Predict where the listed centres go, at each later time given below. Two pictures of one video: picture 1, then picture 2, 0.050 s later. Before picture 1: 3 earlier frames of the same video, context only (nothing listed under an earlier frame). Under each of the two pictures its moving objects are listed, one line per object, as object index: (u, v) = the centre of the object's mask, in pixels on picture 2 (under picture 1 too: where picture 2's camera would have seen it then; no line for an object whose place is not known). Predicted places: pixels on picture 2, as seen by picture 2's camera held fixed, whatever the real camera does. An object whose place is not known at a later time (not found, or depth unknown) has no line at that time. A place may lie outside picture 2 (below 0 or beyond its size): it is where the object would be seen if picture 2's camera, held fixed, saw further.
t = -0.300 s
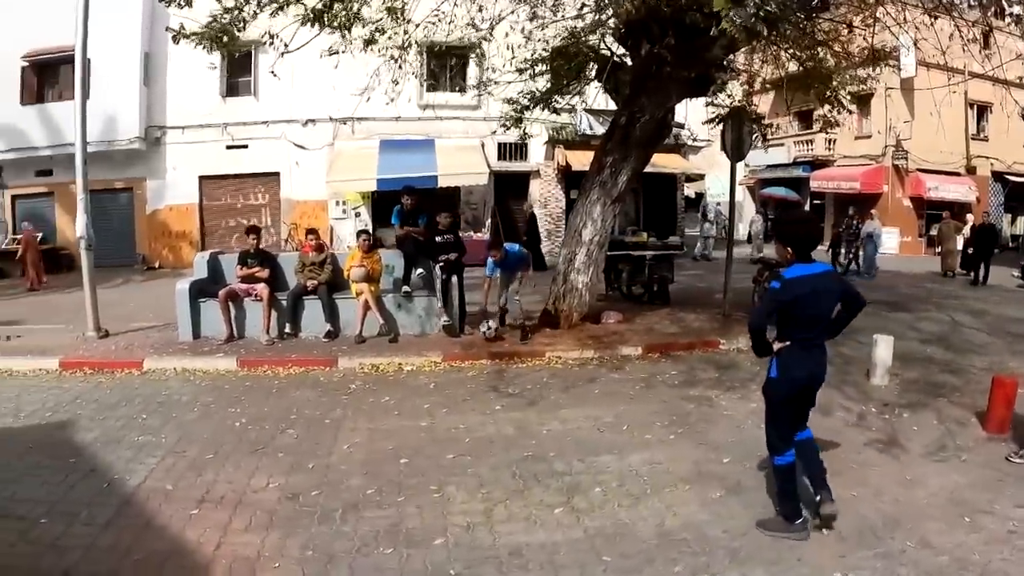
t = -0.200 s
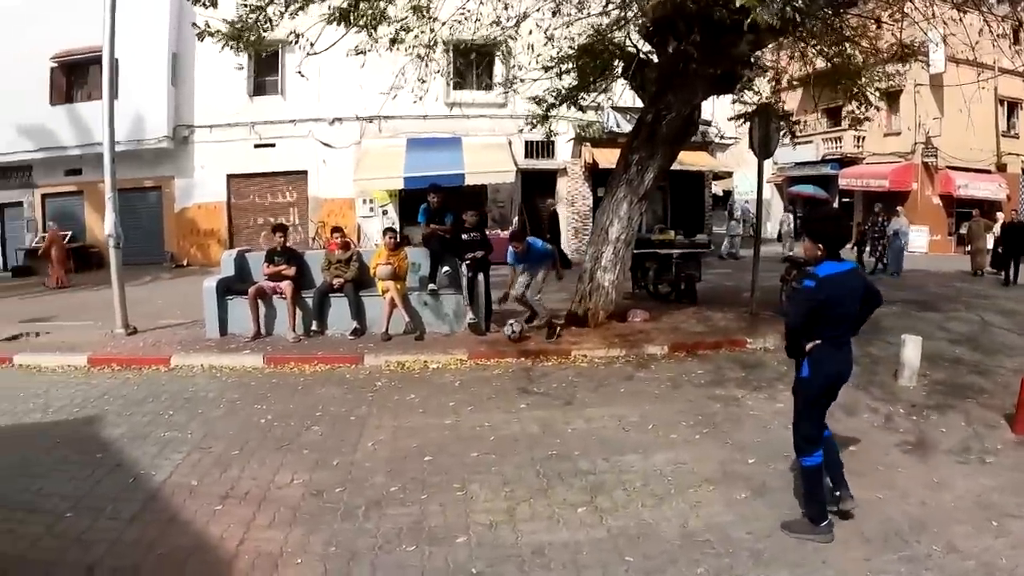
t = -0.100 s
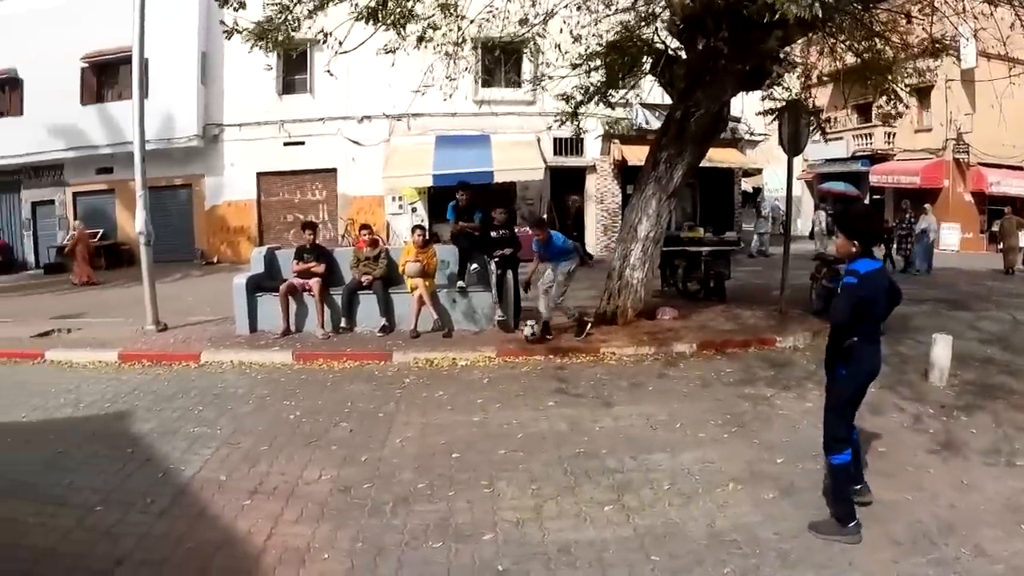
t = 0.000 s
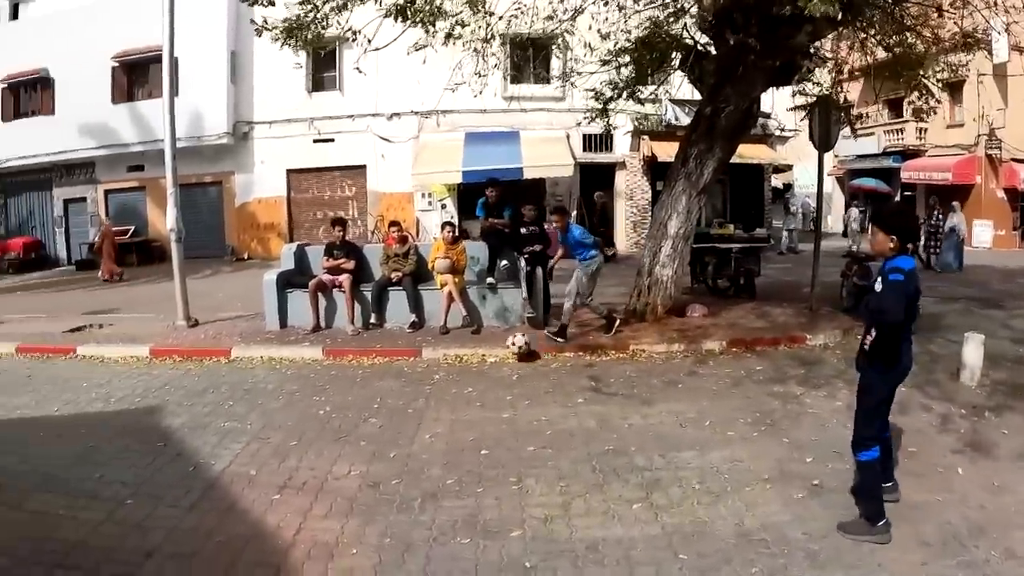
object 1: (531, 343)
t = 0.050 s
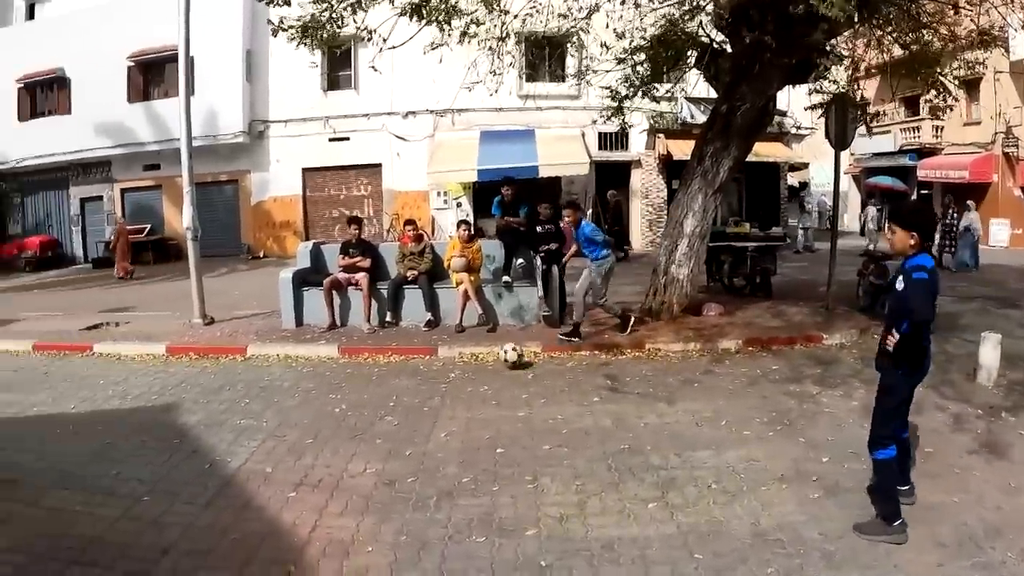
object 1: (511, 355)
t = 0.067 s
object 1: (504, 359)
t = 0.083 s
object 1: (499, 361)
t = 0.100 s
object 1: (494, 362)
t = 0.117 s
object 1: (489, 363)
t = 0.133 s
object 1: (483, 364)
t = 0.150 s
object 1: (478, 367)
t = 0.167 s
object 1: (472, 368)
